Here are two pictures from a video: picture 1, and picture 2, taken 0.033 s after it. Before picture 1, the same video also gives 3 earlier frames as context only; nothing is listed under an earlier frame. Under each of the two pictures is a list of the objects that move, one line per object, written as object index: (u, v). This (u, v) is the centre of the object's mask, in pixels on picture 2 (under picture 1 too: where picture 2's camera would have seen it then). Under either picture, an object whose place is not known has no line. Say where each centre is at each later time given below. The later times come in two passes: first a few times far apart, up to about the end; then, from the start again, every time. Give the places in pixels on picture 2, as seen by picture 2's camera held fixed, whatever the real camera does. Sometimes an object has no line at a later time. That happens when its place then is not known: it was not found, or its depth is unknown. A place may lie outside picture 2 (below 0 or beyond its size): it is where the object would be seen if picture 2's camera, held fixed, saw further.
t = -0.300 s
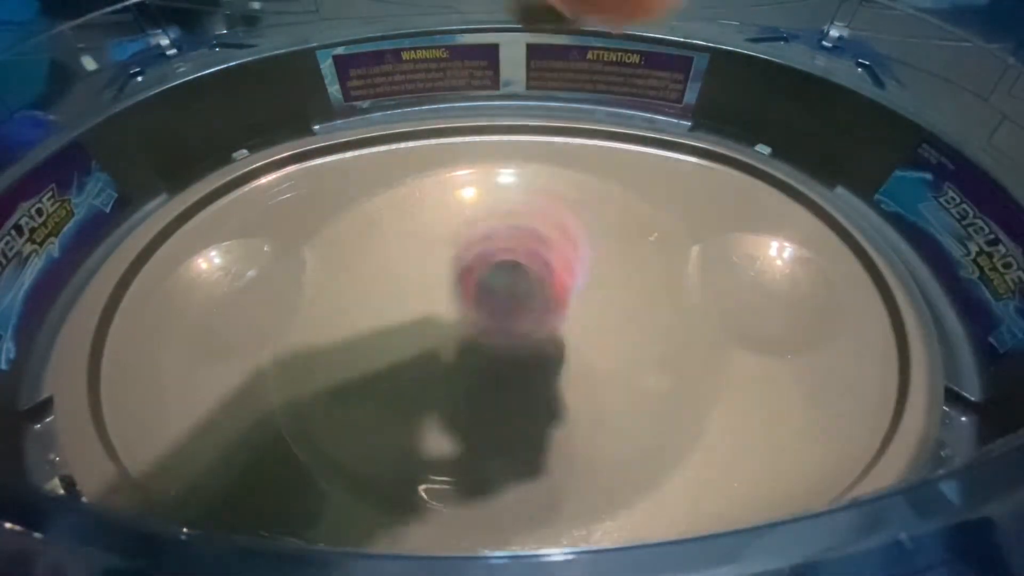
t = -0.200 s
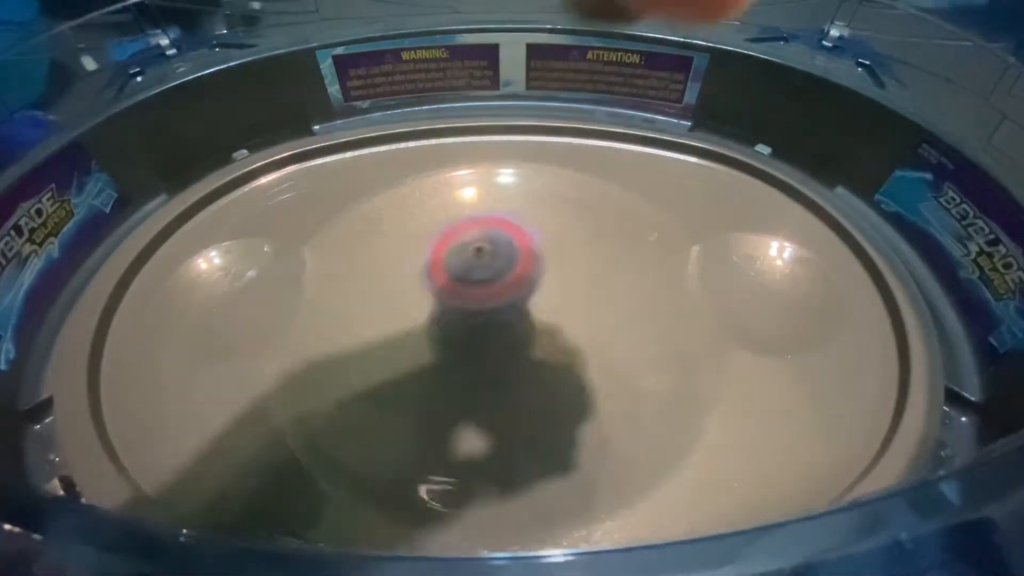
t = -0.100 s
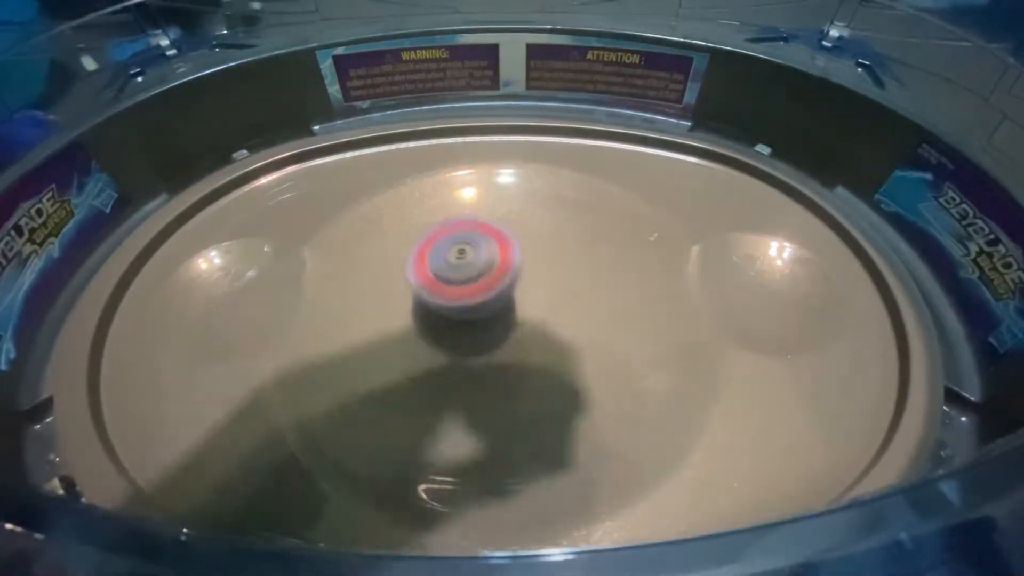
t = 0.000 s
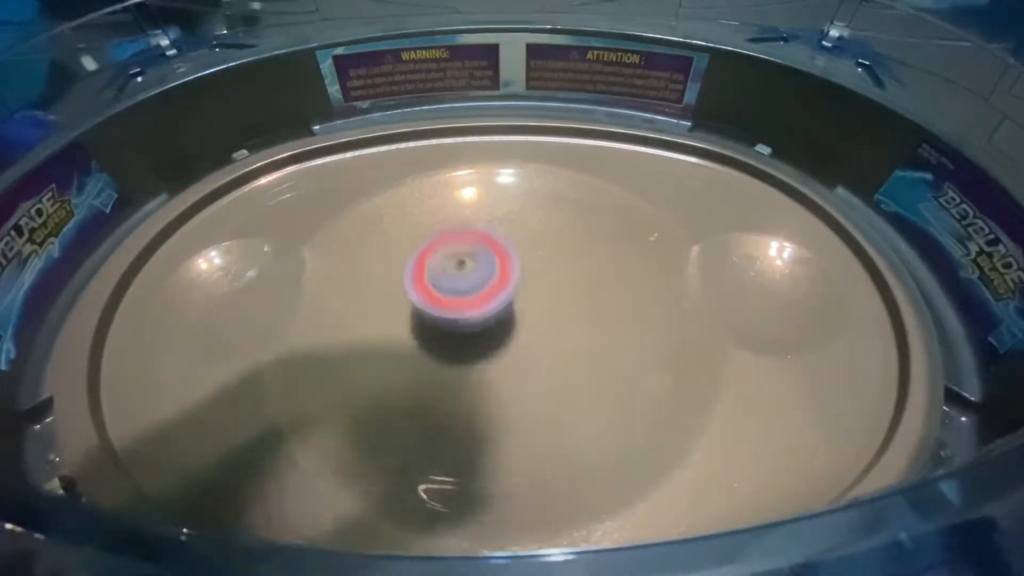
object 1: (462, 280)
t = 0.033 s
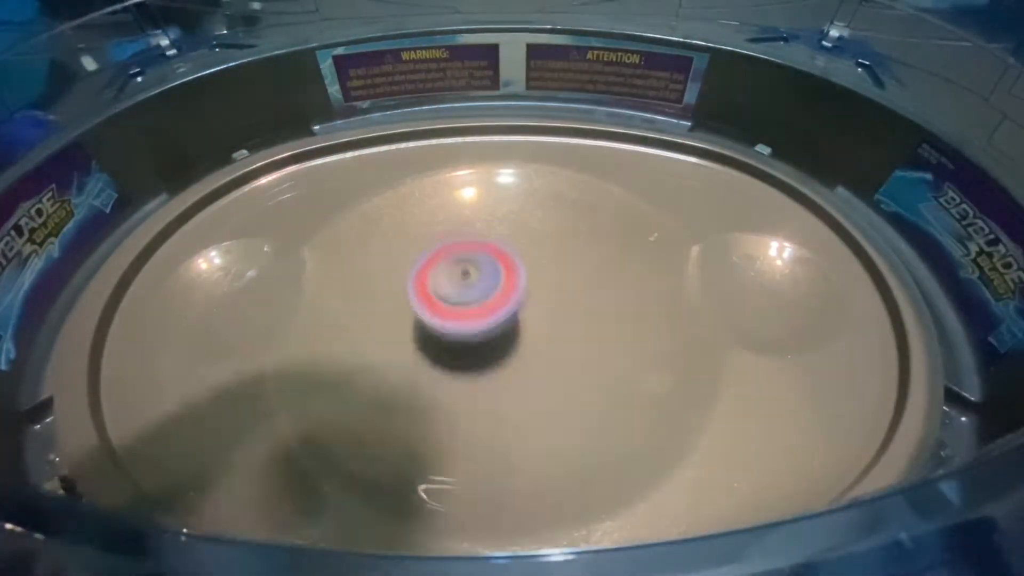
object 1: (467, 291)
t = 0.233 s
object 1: (574, 343)
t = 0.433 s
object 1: (630, 258)
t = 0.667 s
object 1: (433, 202)
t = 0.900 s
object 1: (296, 381)
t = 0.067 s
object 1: (475, 303)
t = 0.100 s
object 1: (487, 317)
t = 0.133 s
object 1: (504, 330)
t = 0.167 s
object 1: (526, 339)
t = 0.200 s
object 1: (549, 343)
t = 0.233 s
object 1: (574, 343)
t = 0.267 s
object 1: (598, 337)
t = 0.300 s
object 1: (617, 327)
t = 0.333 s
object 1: (630, 313)
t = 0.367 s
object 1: (638, 295)
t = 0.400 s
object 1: (637, 277)
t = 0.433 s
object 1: (630, 258)
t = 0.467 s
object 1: (616, 240)
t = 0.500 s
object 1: (596, 223)
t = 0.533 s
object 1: (571, 211)
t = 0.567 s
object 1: (543, 203)
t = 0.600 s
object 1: (510, 197)
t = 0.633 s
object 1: (471, 195)
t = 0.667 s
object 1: (433, 202)
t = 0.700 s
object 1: (399, 211)
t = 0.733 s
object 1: (365, 227)
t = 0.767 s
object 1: (337, 246)
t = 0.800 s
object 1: (311, 270)
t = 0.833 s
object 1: (292, 302)
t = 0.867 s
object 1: (285, 340)
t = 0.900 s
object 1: (296, 381)
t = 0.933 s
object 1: (327, 426)
